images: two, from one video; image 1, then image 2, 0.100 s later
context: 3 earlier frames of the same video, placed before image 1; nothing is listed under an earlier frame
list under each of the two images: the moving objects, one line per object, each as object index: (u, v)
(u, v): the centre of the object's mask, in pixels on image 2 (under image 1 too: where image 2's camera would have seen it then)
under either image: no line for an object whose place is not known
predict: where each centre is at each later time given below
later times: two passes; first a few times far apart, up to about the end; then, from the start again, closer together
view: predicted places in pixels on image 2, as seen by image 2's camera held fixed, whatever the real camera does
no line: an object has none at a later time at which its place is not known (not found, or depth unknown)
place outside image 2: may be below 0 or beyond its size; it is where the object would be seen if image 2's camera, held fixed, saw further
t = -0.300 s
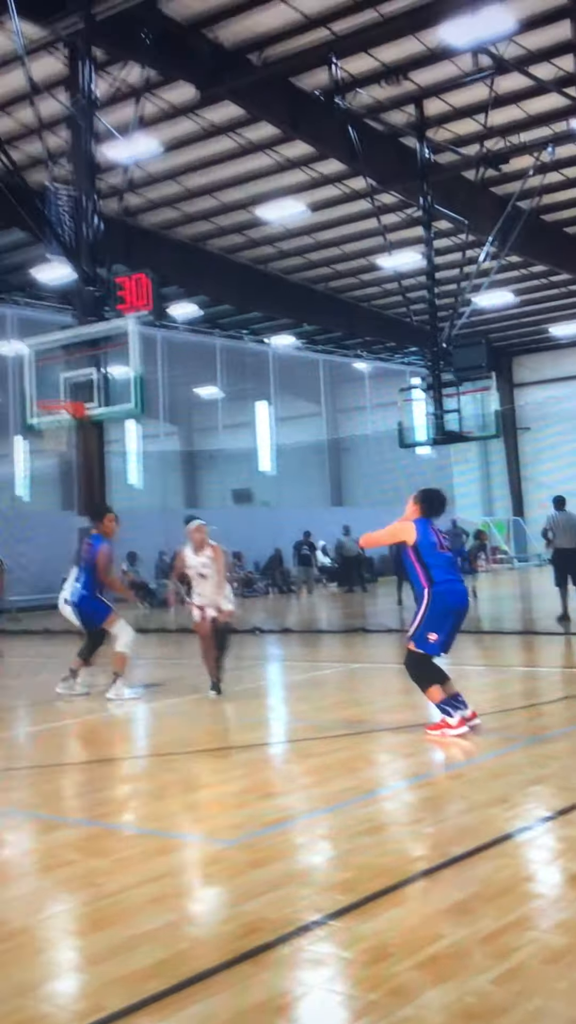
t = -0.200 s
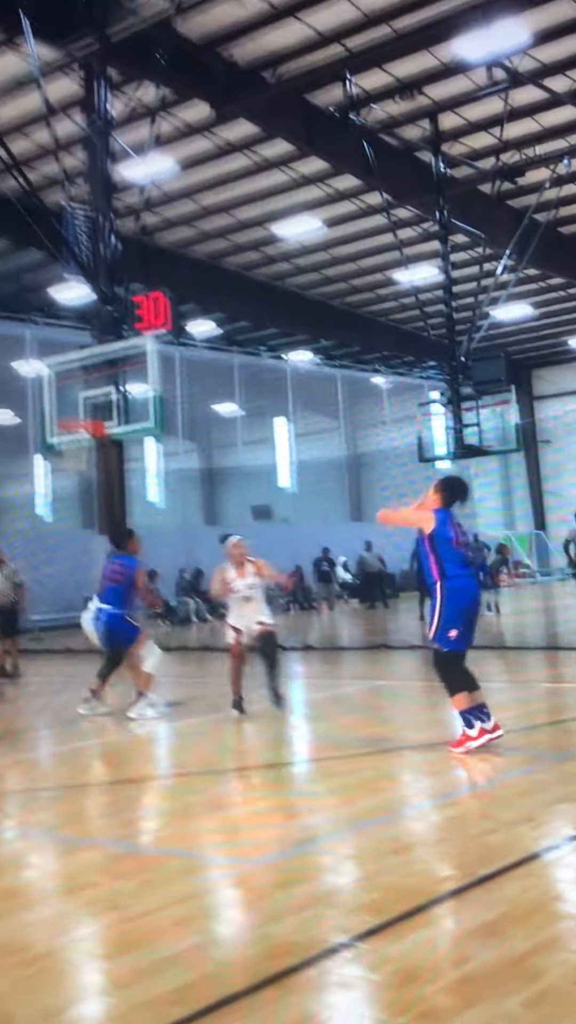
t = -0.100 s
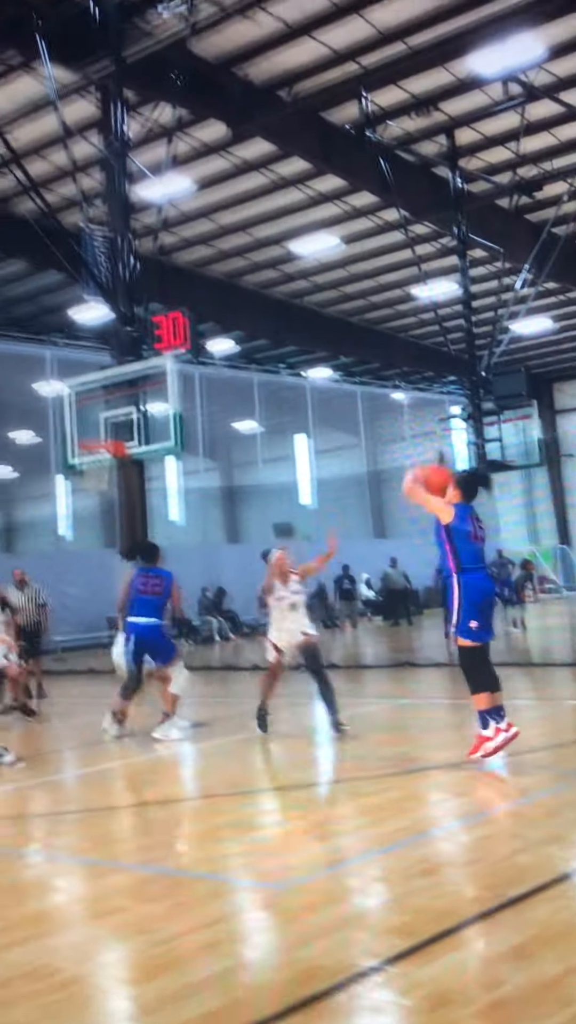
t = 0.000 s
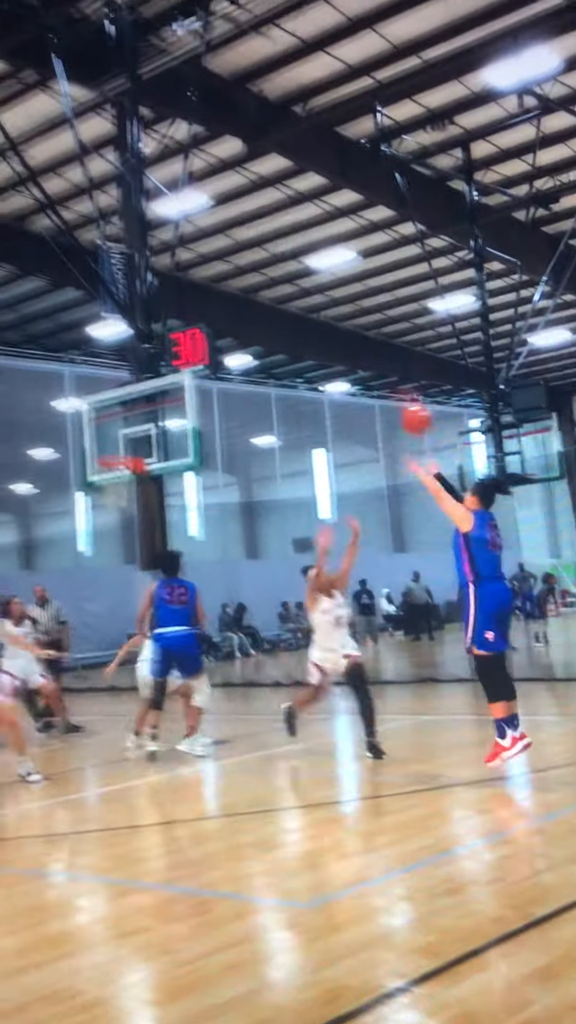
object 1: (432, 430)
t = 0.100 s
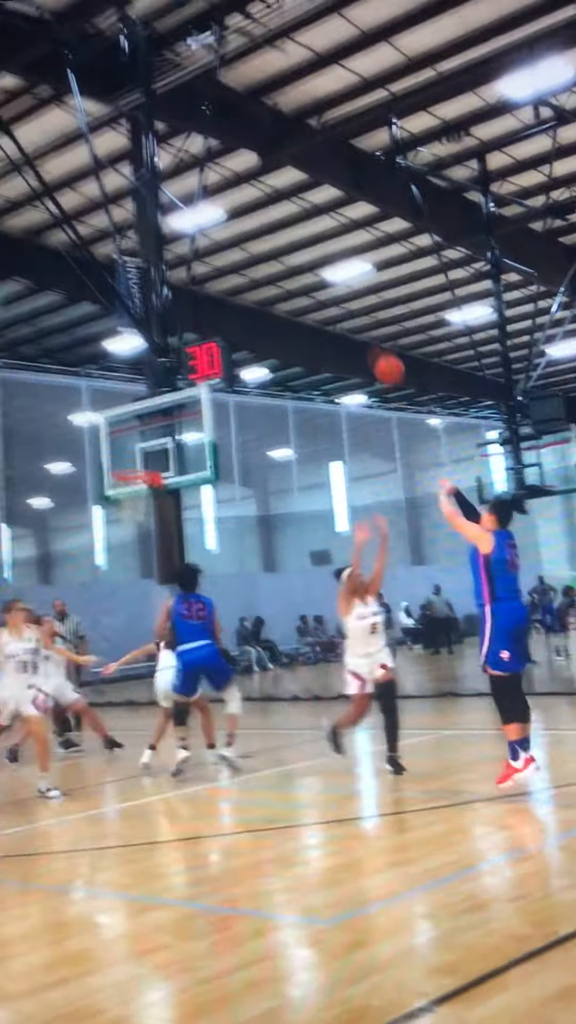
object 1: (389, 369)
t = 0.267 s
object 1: (328, 310)
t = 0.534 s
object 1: (254, 286)
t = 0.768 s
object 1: (204, 320)
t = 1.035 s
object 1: (161, 407)
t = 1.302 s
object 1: (131, 511)
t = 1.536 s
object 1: (114, 571)
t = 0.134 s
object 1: (375, 354)
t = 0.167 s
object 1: (364, 341)
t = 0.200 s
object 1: (350, 328)
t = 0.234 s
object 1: (338, 318)
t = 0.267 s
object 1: (328, 310)
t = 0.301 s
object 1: (318, 302)
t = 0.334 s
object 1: (308, 296)
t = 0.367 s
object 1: (297, 291)
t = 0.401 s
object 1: (287, 288)
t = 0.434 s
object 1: (278, 286)
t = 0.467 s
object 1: (269, 284)
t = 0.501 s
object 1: (262, 285)
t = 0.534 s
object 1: (254, 286)
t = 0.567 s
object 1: (246, 287)
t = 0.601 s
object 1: (240, 290)
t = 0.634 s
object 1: (231, 294)
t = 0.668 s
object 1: (225, 300)
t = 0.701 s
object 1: (218, 306)
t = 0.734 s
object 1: (210, 312)
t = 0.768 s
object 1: (204, 320)
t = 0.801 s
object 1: (199, 327)
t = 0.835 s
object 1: (192, 336)
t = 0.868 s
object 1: (186, 346)
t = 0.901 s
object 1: (181, 356)
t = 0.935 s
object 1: (176, 368)
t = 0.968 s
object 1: (171, 379)
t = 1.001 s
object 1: (166, 391)
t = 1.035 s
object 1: (161, 407)
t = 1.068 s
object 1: (157, 420)
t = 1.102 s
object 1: (152, 435)
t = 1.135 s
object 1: (148, 450)
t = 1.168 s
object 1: (144, 465)
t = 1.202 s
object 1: (140, 481)
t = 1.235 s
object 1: (136, 502)
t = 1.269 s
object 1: (133, 506)
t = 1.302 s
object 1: (131, 511)
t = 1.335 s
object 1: (128, 517)
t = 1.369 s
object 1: (127, 525)
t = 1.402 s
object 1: (124, 533)
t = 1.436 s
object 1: (121, 541)
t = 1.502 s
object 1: (116, 560)
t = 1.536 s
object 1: (114, 571)
